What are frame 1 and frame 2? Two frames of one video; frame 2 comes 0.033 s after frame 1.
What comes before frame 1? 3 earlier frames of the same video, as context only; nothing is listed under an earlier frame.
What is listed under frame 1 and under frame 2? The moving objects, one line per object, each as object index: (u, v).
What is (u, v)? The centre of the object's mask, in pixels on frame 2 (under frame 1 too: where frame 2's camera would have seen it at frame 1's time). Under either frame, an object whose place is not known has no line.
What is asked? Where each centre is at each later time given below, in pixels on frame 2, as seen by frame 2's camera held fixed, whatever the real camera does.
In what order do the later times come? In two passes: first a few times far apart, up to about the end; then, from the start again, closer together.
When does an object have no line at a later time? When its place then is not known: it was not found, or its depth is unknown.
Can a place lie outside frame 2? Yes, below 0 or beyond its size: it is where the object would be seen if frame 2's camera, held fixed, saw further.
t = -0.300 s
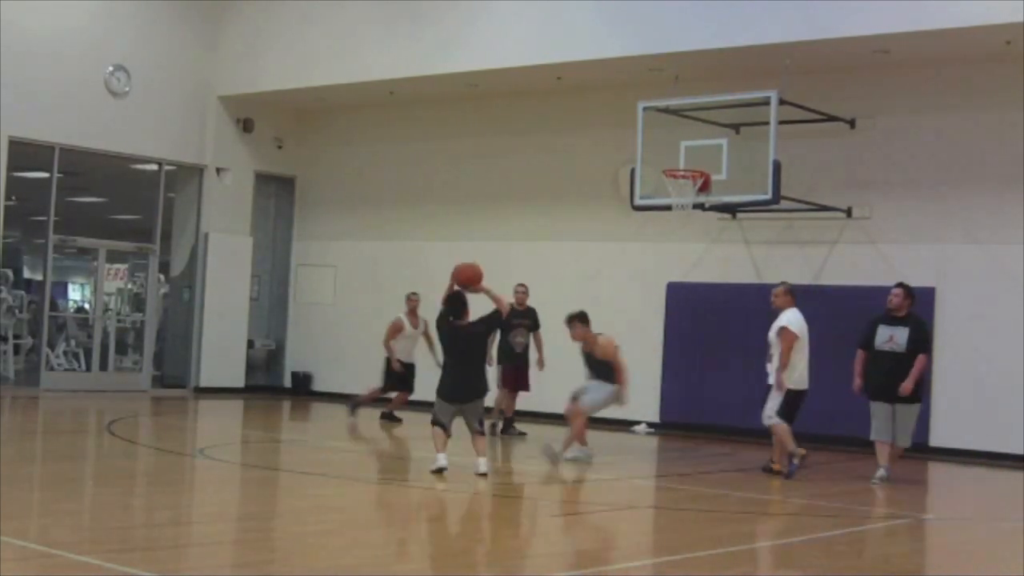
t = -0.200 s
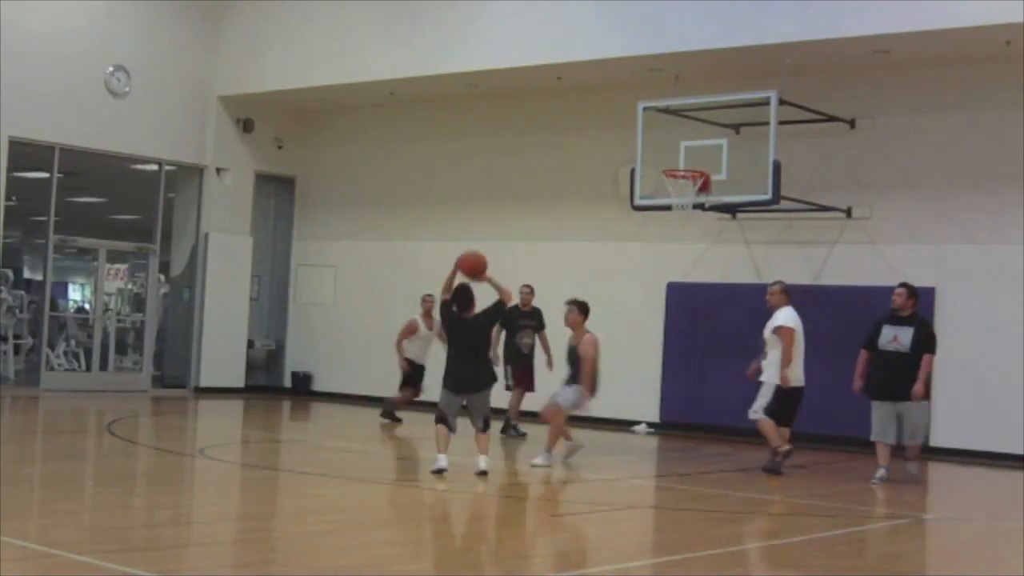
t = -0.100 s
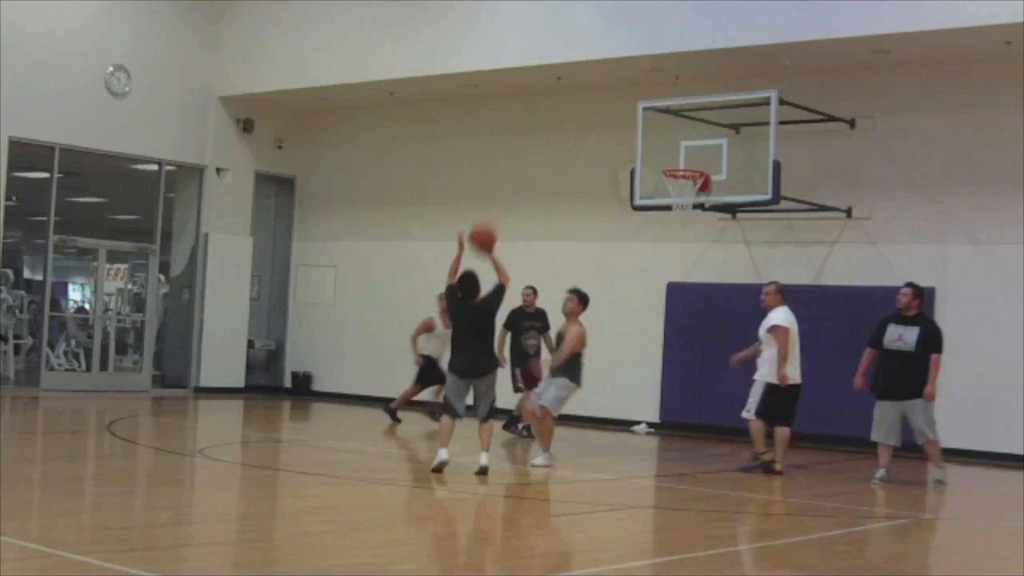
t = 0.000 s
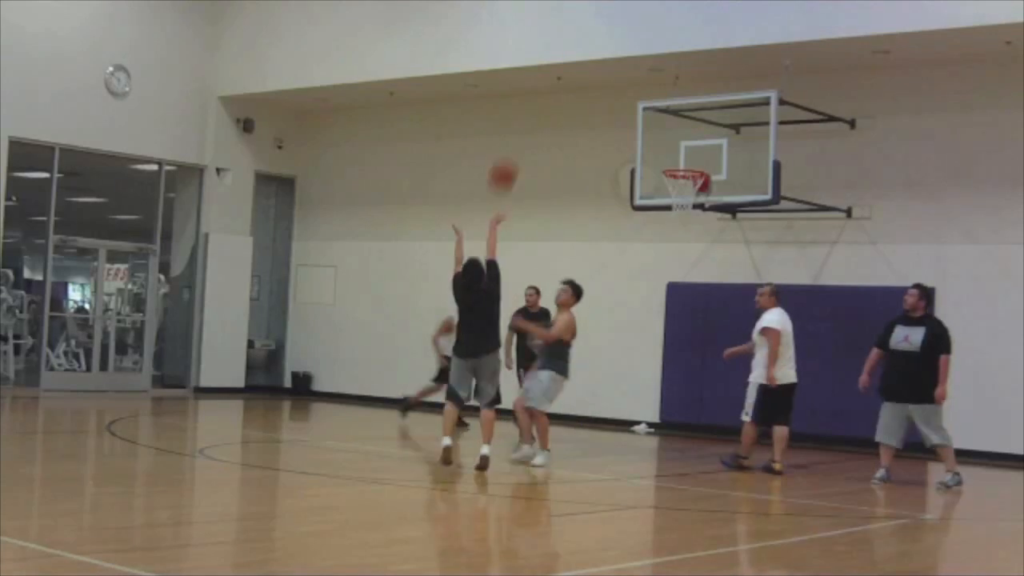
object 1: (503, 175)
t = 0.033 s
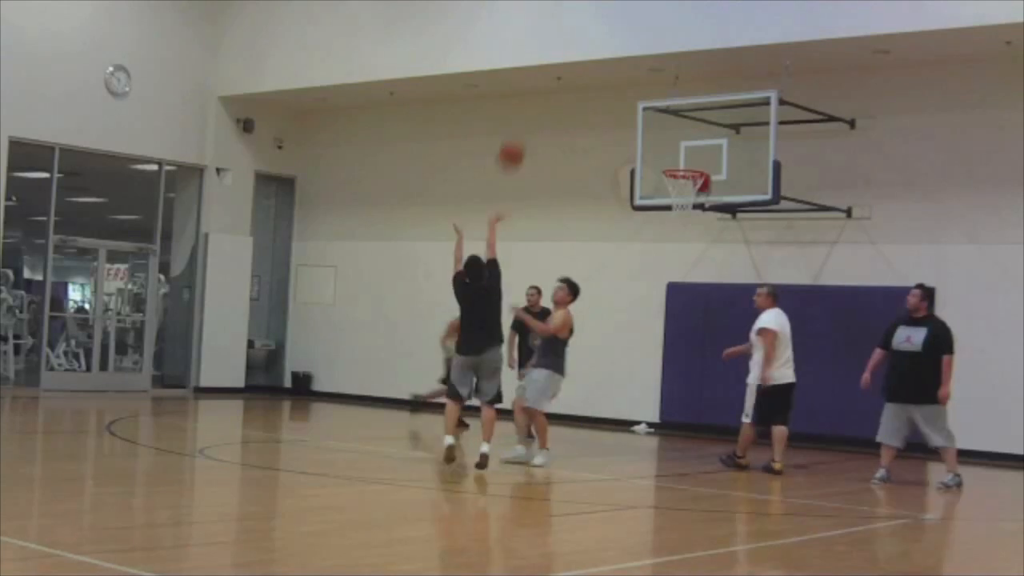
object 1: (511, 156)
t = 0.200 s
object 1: (549, 75)
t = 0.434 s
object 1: (592, 21)
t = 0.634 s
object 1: (622, 21)
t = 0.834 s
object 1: (648, 58)
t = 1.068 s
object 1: (671, 143)
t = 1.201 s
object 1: (683, 200)
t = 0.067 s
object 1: (519, 136)
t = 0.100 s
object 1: (526, 120)
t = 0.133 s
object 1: (535, 104)
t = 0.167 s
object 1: (541, 88)
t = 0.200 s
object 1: (549, 75)
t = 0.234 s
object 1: (555, 64)
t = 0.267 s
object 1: (562, 53)
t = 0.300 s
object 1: (568, 44)
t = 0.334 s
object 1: (574, 36)
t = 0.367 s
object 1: (580, 30)
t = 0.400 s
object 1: (586, 25)
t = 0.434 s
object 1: (592, 21)
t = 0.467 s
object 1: (597, 18)
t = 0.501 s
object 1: (603, 17)
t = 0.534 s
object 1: (608, 16)
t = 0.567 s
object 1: (613, 17)
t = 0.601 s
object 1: (618, 18)
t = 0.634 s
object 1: (622, 21)
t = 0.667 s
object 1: (627, 24)
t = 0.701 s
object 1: (631, 29)
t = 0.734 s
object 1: (635, 34)
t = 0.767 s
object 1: (640, 41)
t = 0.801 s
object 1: (644, 50)
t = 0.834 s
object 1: (648, 58)
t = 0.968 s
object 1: (662, 101)
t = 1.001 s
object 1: (666, 114)
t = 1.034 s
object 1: (668, 128)
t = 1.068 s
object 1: (671, 143)
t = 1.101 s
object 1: (675, 157)
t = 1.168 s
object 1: (682, 186)
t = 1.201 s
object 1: (683, 200)
